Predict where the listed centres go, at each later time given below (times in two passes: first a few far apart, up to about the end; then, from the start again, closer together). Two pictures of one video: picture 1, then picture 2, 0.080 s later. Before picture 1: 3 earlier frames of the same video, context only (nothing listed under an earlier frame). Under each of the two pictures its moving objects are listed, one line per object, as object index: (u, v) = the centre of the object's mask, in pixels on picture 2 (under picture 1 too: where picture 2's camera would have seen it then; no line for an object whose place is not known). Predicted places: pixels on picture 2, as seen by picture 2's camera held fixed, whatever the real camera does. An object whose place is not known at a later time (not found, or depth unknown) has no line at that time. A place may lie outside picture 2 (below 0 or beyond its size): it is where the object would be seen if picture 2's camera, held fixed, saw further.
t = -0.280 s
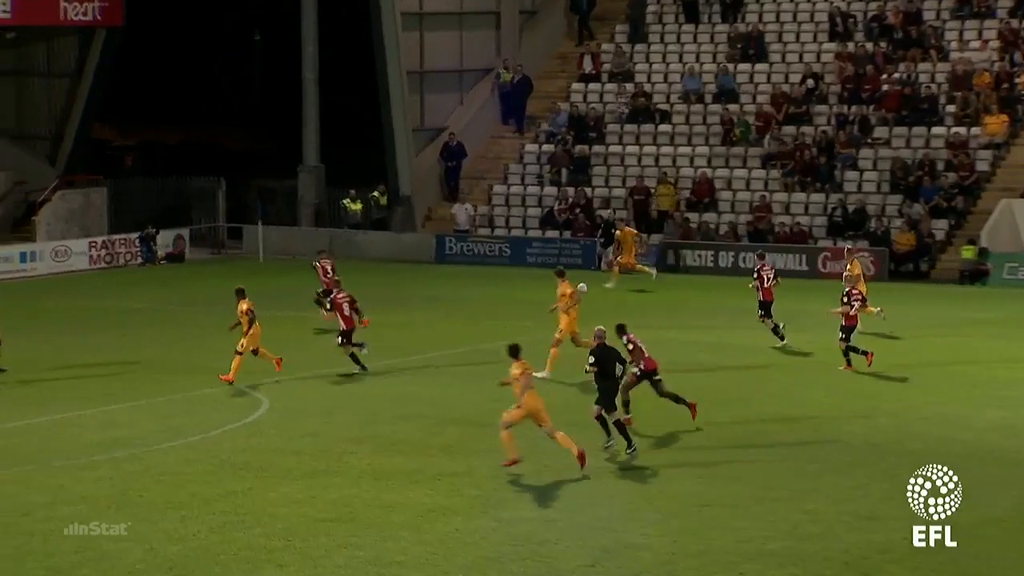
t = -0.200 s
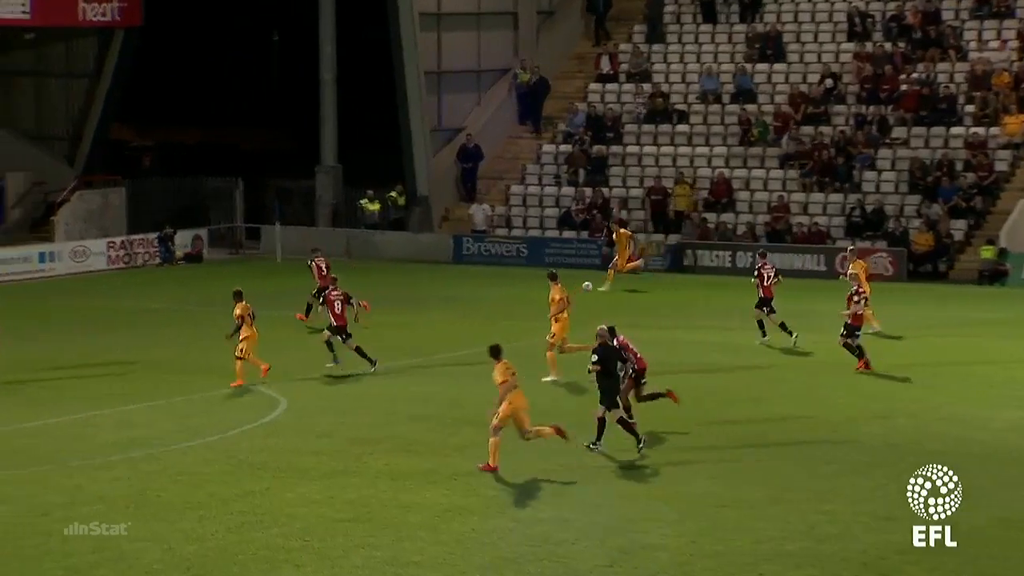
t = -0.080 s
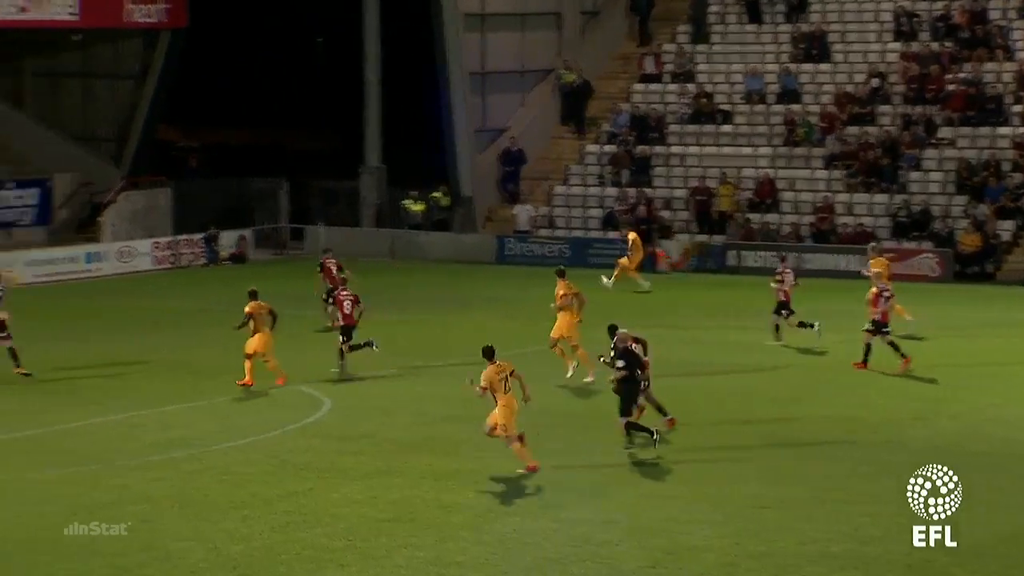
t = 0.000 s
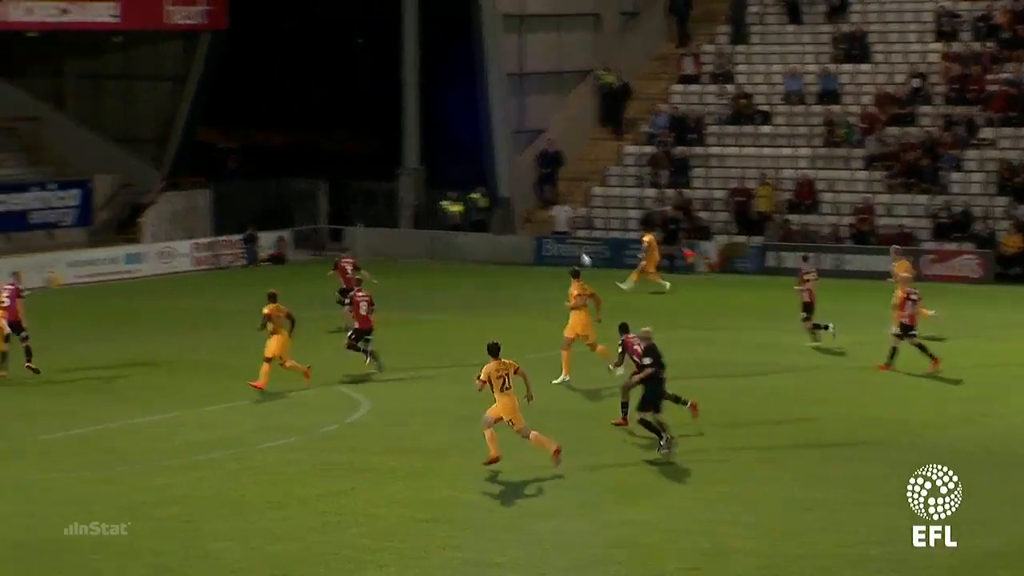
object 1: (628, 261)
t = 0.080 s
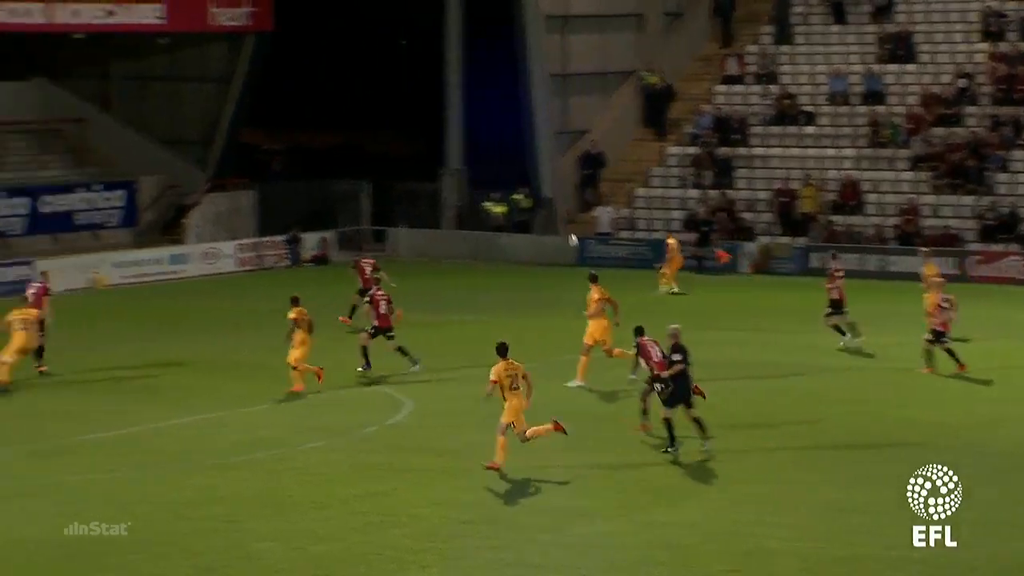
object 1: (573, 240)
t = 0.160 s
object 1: (519, 222)
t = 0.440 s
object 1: (338, 175)
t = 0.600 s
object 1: (239, 161)
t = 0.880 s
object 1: (73, 165)
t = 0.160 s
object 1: (519, 222)
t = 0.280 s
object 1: (439, 199)
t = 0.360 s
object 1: (388, 185)
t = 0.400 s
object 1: (363, 180)
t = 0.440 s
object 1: (338, 175)
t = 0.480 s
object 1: (313, 170)
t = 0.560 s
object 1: (264, 164)
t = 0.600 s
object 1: (239, 161)
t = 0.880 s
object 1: (73, 165)
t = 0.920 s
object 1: (49, 168)
